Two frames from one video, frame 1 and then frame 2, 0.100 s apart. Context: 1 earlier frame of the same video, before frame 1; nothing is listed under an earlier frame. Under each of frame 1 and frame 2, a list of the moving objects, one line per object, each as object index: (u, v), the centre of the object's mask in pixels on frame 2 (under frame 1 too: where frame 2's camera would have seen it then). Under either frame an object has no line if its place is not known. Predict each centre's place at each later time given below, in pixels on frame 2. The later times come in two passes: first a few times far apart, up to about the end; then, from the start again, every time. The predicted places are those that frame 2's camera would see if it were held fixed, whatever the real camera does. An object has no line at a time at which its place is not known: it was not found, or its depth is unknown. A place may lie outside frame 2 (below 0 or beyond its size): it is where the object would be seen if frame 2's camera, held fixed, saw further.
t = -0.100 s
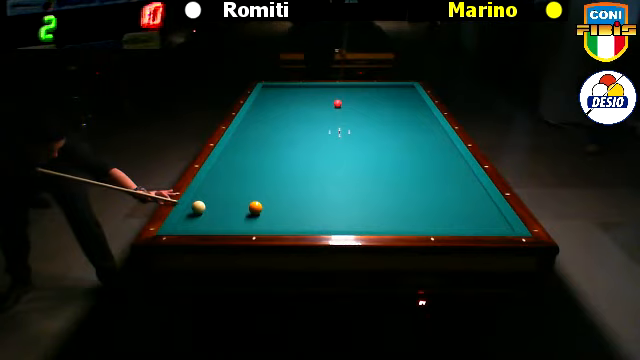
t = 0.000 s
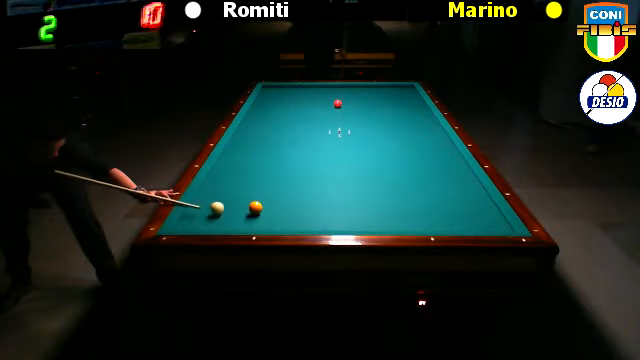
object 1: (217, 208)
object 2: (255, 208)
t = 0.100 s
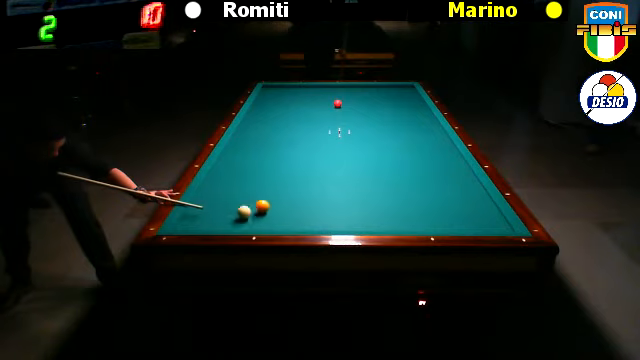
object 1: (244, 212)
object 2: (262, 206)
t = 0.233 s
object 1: (256, 221)
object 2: (291, 200)
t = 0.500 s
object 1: (282, 220)
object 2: (333, 192)
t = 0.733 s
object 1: (301, 213)
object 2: (366, 186)
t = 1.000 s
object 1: (320, 204)
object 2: (402, 179)
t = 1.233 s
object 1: (336, 198)
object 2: (430, 174)
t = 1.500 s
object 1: (353, 191)
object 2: (461, 168)
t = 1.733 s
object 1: (366, 186)
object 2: (447, 164)
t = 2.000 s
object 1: (379, 180)
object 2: (428, 161)
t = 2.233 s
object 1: (391, 175)
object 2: (412, 158)
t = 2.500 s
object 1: (403, 170)
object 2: (395, 154)
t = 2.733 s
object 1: (412, 165)
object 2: (381, 152)
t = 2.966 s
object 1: (421, 161)
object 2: (369, 150)
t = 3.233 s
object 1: (431, 157)
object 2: (354, 148)
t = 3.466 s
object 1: (439, 154)
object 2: (343, 145)
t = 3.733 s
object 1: (447, 150)
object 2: (330, 143)
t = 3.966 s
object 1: (450, 148)
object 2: (320, 141)
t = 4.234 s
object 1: (444, 146)
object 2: (309, 139)
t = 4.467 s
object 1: (439, 144)
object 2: (299, 137)
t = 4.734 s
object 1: (433, 142)
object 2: (289, 135)
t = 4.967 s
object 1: (429, 140)
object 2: (281, 134)
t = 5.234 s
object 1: (425, 139)
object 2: (272, 132)
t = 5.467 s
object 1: (421, 138)
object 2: (265, 131)
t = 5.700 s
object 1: (418, 137)
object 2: (258, 130)
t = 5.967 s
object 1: (415, 136)
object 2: (251, 128)
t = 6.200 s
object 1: (412, 135)
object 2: (245, 127)
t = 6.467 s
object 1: (409, 134)
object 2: (243, 126)
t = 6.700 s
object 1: (407, 133)
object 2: (246, 126)
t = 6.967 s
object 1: (405, 133)
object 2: (250, 125)
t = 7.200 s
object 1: (404, 132)
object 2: (253, 124)
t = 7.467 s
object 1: (403, 132)
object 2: (256, 124)
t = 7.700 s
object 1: (402, 132)
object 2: (259, 123)
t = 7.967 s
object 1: (401, 131)
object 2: (261, 123)
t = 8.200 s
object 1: (401, 131)
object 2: (263, 123)
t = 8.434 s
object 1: (401, 131)
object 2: (264, 123)
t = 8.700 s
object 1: (401, 131)
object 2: (265, 123)
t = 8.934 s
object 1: (401, 131)
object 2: (266, 122)
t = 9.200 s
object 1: (401, 131)
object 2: (266, 122)
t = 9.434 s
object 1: (401, 131)
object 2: (266, 122)
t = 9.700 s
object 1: (401, 131)
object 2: (267, 122)
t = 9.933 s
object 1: (401, 131)
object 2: (267, 122)
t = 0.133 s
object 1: (246, 214)
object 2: (270, 204)
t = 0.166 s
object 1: (249, 217)
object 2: (277, 203)
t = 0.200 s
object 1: (252, 219)
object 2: (284, 202)
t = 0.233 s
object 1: (256, 221)
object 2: (291, 200)
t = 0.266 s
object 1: (260, 223)
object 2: (296, 199)
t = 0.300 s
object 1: (264, 225)
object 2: (302, 198)
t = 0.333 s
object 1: (268, 226)
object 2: (307, 198)
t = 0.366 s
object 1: (271, 224)
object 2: (312, 196)
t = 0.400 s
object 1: (274, 223)
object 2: (317, 196)
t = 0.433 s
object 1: (277, 222)
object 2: (322, 194)
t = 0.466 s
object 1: (280, 221)
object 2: (328, 193)
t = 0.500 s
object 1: (282, 220)
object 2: (333, 192)
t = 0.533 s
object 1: (285, 219)
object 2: (337, 191)
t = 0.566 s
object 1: (288, 218)
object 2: (342, 190)
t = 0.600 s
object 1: (290, 217)
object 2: (347, 190)
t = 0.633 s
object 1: (293, 216)
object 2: (352, 189)
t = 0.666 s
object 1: (296, 215)
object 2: (357, 188)
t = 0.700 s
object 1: (298, 214)
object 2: (361, 187)
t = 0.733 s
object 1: (301, 213)
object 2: (366, 186)
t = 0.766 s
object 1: (304, 212)
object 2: (370, 185)
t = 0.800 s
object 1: (306, 211)
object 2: (375, 184)
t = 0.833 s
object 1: (309, 210)
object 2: (380, 183)
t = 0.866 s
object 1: (311, 209)
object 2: (384, 182)
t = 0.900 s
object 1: (313, 208)
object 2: (389, 182)
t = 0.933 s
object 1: (316, 207)
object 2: (393, 181)
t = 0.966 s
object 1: (318, 206)
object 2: (397, 180)
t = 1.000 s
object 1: (320, 204)
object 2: (402, 179)
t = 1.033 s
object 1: (323, 203)
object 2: (406, 178)
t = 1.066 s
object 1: (325, 203)
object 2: (410, 178)
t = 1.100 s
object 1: (327, 202)
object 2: (414, 177)
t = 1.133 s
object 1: (330, 201)
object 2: (418, 176)
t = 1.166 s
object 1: (332, 200)
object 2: (422, 175)
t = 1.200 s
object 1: (334, 199)
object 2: (426, 175)
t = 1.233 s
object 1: (336, 198)
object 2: (430, 174)
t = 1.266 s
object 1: (338, 197)
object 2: (435, 173)
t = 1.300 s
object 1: (340, 196)
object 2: (438, 172)
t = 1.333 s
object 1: (342, 195)
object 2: (442, 171)
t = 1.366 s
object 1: (344, 194)
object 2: (446, 171)
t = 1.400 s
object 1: (347, 194)
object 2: (450, 170)
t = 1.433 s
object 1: (348, 193)
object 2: (454, 169)
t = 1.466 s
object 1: (351, 192)
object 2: (457, 168)
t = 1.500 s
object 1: (353, 191)
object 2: (461, 168)
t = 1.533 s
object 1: (355, 190)
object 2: (465, 167)
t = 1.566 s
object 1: (356, 190)
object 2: (461, 166)
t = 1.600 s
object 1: (359, 189)
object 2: (458, 166)
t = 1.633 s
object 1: (360, 188)
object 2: (455, 165)
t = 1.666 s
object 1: (362, 187)
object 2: (453, 165)
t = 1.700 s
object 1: (364, 187)
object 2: (450, 165)
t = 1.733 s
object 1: (366, 186)
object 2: (447, 164)
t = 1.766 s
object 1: (367, 185)
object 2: (445, 164)
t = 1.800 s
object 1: (369, 184)
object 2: (442, 163)
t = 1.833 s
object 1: (371, 183)
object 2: (440, 162)
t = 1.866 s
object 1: (373, 183)
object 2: (438, 162)
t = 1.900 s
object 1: (375, 182)
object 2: (435, 162)
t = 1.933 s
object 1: (376, 181)
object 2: (433, 161)
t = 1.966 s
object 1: (378, 181)
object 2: (430, 161)
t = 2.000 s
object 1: (379, 180)
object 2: (428, 161)
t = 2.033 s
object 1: (381, 179)
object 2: (426, 160)
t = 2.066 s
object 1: (383, 178)
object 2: (423, 160)
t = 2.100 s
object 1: (384, 178)
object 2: (421, 159)
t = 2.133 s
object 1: (386, 177)
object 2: (420, 159)
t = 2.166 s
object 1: (388, 176)
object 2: (417, 158)
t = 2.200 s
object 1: (389, 176)
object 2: (415, 158)
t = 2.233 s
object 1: (391, 175)
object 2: (412, 158)
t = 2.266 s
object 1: (392, 174)
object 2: (410, 157)
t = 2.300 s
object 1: (394, 173)
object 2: (408, 157)
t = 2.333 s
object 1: (395, 173)
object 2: (406, 156)
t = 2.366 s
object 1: (397, 172)
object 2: (404, 156)
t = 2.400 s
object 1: (398, 171)
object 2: (402, 156)
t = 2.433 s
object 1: (400, 171)
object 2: (400, 155)
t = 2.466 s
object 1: (401, 170)
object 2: (397, 155)
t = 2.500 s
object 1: (403, 170)
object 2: (395, 154)
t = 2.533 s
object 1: (404, 169)
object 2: (393, 154)
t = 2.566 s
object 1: (406, 168)
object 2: (391, 154)
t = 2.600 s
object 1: (407, 168)
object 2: (389, 154)
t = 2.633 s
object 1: (408, 167)
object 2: (387, 153)
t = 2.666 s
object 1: (410, 167)
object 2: (385, 153)
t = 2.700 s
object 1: (411, 166)
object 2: (383, 153)
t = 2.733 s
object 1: (412, 165)
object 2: (381, 152)
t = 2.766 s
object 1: (414, 165)
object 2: (379, 152)
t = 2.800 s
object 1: (415, 164)
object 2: (377, 152)
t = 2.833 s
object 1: (416, 164)
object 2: (375, 151)
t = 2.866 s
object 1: (418, 163)
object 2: (374, 151)
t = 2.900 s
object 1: (419, 163)
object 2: (372, 151)
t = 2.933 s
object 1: (420, 162)
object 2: (370, 150)
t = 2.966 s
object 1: (421, 161)
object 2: (369, 150)
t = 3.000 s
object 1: (423, 161)
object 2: (366, 150)
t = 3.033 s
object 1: (424, 161)
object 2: (365, 149)
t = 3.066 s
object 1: (425, 160)
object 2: (363, 149)
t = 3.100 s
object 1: (426, 159)
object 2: (361, 149)
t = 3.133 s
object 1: (427, 159)
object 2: (359, 148)
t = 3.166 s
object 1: (428, 158)
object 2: (358, 148)
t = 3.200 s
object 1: (430, 158)
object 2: (356, 148)
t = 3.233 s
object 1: (431, 157)
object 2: (354, 148)
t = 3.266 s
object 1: (432, 157)
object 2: (353, 147)
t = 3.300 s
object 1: (433, 156)
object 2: (351, 147)
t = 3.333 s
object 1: (434, 156)
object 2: (349, 146)
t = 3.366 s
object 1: (436, 155)
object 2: (348, 146)
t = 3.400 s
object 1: (437, 155)
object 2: (346, 146)
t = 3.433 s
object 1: (438, 154)
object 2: (344, 145)
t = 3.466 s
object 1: (439, 154)
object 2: (343, 145)
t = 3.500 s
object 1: (440, 153)
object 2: (341, 145)
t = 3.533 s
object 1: (441, 153)
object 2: (339, 144)
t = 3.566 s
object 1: (442, 153)
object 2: (338, 144)
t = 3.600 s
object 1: (442, 152)
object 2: (336, 144)
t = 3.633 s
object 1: (444, 152)
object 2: (335, 144)
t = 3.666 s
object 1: (445, 151)
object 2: (333, 143)
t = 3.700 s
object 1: (446, 151)
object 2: (331, 143)
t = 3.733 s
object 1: (447, 150)
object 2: (330, 143)
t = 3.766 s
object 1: (448, 150)
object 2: (328, 142)
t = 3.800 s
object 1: (449, 150)
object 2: (327, 142)
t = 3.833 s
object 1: (450, 149)
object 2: (326, 142)
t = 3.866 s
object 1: (451, 149)
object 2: (324, 142)
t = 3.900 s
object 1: (452, 148)
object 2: (323, 141)
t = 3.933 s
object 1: (451, 148)
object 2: (321, 141)
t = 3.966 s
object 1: (450, 148)
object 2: (320, 141)
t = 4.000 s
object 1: (450, 148)
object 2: (318, 141)
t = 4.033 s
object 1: (449, 147)
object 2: (317, 140)
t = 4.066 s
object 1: (448, 147)
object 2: (316, 140)
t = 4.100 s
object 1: (447, 147)
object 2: (314, 140)
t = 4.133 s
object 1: (446, 146)
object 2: (313, 139)
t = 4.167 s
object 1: (446, 146)
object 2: (311, 139)
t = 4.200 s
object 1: (445, 146)
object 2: (310, 139)
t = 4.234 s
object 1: (444, 146)
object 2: (309, 139)
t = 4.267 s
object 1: (443, 145)
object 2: (307, 139)
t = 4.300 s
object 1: (443, 145)
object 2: (306, 138)
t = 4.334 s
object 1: (442, 145)
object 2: (305, 138)
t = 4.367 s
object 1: (441, 144)
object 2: (303, 138)
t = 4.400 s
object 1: (441, 144)
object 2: (302, 138)
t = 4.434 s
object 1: (440, 144)
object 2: (301, 137)
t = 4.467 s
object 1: (439, 144)
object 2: (299, 137)
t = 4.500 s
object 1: (438, 143)
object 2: (298, 137)
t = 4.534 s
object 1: (438, 143)
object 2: (297, 137)
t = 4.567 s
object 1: (437, 143)
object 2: (296, 137)
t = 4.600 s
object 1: (436, 143)
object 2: (294, 136)
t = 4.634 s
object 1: (436, 143)
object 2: (293, 136)
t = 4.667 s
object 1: (435, 142)
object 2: (292, 136)
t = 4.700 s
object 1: (434, 142)
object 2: (291, 136)
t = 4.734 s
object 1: (433, 142)
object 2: (289, 135)
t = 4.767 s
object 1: (433, 142)
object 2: (288, 135)
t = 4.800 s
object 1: (432, 141)
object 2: (287, 135)
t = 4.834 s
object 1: (432, 141)
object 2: (286, 135)
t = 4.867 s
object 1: (431, 141)
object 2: (285, 135)
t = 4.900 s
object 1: (430, 141)
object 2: (283, 134)
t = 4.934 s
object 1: (430, 141)
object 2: (283, 134)
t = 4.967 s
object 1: (429, 140)
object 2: (281, 134)
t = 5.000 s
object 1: (428, 140)
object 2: (280, 134)
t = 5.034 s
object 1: (428, 140)
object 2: (279, 133)
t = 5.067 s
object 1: (427, 140)
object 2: (278, 133)
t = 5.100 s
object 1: (427, 140)
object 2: (277, 133)
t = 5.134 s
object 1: (426, 139)
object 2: (276, 133)
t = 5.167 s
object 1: (426, 139)
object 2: (275, 133)
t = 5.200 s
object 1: (425, 139)
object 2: (274, 132)
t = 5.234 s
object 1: (425, 139)
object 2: (272, 132)
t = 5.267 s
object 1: (424, 139)
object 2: (271, 132)
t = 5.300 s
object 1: (424, 139)
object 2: (270, 132)
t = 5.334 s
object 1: (423, 138)
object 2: (269, 132)
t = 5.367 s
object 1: (423, 138)
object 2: (268, 132)
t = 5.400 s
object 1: (422, 138)
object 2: (267, 131)
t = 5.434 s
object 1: (422, 138)
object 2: (266, 131)
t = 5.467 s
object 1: (421, 138)
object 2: (265, 131)
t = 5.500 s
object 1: (421, 138)
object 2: (264, 131)
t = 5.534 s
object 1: (420, 137)
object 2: (263, 131)
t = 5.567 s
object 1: (420, 138)
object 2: (262, 130)
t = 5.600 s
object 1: (419, 137)
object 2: (261, 130)
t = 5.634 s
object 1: (419, 137)
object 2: (260, 130)
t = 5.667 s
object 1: (418, 137)
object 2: (259, 130)
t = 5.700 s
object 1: (418, 137)
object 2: (258, 130)
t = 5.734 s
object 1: (418, 137)
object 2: (258, 130)
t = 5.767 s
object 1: (417, 136)
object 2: (257, 129)
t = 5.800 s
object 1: (417, 136)
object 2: (255, 129)
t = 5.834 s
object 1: (416, 136)
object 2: (255, 129)
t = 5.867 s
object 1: (416, 136)
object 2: (254, 129)
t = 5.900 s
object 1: (415, 136)
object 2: (253, 129)
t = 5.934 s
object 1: (415, 136)
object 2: (252, 129)
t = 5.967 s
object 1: (415, 136)
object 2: (251, 128)
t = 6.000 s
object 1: (414, 136)
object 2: (250, 128)
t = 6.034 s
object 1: (414, 135)
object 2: (249, 128)
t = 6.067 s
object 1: (413, 135)
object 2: (248, 128)
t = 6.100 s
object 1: (413, 135)
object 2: (247, 128)
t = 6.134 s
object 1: (413, 135)
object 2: (247, 128)
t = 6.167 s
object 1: (412, 135)
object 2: (246, 128)
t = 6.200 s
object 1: (412, 135)
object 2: (245, 127)
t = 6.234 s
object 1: (412, 135)
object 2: (244, 127)
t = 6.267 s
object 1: (411, 135)
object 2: (244, 127)
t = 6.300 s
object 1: (411, 134)
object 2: (243, 127)
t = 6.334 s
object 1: (410, 134)
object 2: (242, 127)
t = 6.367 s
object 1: (410, 134)
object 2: (242, 127)
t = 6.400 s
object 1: (410, 134)
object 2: (242, 126)
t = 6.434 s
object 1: (409, 134)
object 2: (242, 126)
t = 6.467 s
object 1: (409, 134)
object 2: (243, 126)
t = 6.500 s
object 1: (409, 134)
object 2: (243, 126)
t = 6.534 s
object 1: (408, 134)
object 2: (244, 126)
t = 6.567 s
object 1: (408, 134)
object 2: (244, 126)
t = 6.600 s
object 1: (408, 133)
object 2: (245, 126)
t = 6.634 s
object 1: (408, 133)
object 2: (245, 126)
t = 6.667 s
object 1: (407, 133)
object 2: (246, 126)
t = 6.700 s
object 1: (407, 133)
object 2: (246, 126)
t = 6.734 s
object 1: (407, 133)
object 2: (247, 125)
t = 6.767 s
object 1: (407, 133)
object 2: (247, 125)
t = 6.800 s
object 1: (407, 133)
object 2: (248, 125)
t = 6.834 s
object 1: (406, 133)
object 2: (248, 125)
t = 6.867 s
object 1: (406, 133)
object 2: (249, 125)
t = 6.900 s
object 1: (406, 133)
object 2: (249, 125)
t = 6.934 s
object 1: (405, 133)
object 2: (250, 125)
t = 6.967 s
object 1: (405, 133)
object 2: (250, 125)
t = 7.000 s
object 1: (405, 133)
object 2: (251, 125)
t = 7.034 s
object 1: (405, 133)
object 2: (251, 125)
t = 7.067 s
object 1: (405, 133)
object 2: (251, 125)
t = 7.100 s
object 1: (404, 132)
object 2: (252, 124)
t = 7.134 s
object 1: (404, 132)
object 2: (253, 125)
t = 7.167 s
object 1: (404, 132)
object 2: (253, 124)
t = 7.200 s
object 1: (404, 132)
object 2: (253, 124)
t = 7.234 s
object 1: (404, 132)
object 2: (253, 124)
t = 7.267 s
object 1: (403, 132)
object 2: (254, 124)
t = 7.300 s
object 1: (403, 132)
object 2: (254, 124)
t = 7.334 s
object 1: (403, 132)
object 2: (255, 124)
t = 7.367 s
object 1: (403, 132)
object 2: (255, 124)
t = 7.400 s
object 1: (403, 132)
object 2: (256, 124)
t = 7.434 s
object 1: (403, 132)
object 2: (256, 124)
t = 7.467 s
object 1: (403, 132)
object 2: (256, 124)
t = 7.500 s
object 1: (402, 132)
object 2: (257, 124)
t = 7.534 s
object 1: (402, 132)
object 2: (257, 124)
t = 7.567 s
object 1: (402, 132)
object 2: (257, 124)
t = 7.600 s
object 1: (402, 132)
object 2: (258, 124)
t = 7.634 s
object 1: (402, 132)
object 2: (258, 124)
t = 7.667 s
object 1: (402, 132)
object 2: (259, 124)
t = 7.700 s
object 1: (402, 132)
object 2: (259, 123)
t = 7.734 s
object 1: (402, 132)
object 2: (259, 123)
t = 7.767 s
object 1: (401, 131)
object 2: (259, 124)
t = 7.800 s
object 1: (401, 131)
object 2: (260, 123)
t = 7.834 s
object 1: (401, 131)
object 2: (260, 123)
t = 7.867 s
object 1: (401, 131)
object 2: (260, 123)
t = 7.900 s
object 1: (401, 131)
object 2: (260, 123)
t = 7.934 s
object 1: (401, 131)
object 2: (260, 123)
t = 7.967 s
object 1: (401, 131)
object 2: (261, 123)
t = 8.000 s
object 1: (401, 131)
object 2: (261, 123)
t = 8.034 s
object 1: (401, 131)
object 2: (261, 123)
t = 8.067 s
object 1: (401, 131)
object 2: (261, 123)
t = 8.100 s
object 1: (401, 131)
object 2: (262, 123)
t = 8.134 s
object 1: (401, 131)
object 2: (262, 123)
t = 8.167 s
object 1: (401, 131)
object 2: (262, 123)
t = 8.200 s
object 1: (401, 131)
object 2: (263, 123)
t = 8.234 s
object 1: (401, 131)
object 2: (263, 123)
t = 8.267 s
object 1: (401, 131)
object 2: (263, 123)
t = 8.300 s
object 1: (401, 131)
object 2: (263, 123)
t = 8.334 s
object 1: (401, 131)
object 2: (263, 123)
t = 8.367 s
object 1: (401, 131)
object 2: (264, 123)
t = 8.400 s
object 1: (401, 131)
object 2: (264, 123)
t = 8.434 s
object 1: (401, 131)
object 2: (264, 123)
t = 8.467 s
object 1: (401, 131)
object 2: (264, 123)
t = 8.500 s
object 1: (401, 131)
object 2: (264, 123)
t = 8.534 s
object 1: (401, 131)
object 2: (264, 123)
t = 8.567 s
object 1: (401, 131)
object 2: (264, 123)
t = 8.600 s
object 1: (401, 131)
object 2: (265, 123)
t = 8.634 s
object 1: (401, 131)
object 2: (265, 123)
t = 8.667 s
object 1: (401, 131)
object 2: (265, 123)
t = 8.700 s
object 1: (401, 131)
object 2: (265, 123)
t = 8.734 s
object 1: (401, 131)
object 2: (265, 122)
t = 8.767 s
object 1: (401, 131)
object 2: (265, 122)
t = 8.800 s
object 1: (401, 131)
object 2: (265, 122)
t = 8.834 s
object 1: (401, 131)
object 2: (265, 122)
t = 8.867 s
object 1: (401, 131)
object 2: (266, 122)
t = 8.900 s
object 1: (401, 131)
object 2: (266, 122)
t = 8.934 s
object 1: (401, 131)
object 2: (266, 122)
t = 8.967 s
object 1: (401, 131)
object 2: (266, 122)
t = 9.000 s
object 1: (401, 131)
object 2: (266, 122)
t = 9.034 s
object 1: (401, 131)
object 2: (266, 122)
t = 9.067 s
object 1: (401, 131)
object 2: (266, 122)
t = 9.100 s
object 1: (401, 131)
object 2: (266, 122)
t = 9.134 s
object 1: (401, 131)
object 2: (266, 122)
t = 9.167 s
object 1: (401, 131)
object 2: (266, 122)
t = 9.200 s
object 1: (401, 131)
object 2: (266, 122)
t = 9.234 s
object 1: (401, 131)
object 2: (266, 122)
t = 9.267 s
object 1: (401, 131)
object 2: (266, 122)
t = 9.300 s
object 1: (401, 131)
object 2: (266, 122)
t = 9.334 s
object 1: (401, 131)
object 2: (266, 122)
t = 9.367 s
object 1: (401, 131)
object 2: (266, 122)
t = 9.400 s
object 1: (401, 131)
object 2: (266, 122)
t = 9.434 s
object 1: (401, 131)
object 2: (266, 122)
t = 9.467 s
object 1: (401, 131)
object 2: (266, 122)
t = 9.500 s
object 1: (401, 131)
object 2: (267, 122)
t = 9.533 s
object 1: (401, 131)
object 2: (267, 122)
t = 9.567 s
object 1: (401, 131)
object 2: (267, 122)
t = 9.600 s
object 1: (401, 131)
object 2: (267, 122)
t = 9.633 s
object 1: (401, 131)
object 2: (267, 122)
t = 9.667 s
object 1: (401, 131)
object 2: (267, 122)
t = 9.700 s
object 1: (401, 131)
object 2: (267, 122)
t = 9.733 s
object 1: (401, 131)
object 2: (267, 122)
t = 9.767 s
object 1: (401, 131)
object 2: (267, 122)
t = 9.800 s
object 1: (401, 131)
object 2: (267, 122)
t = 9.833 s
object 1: (401, 131)
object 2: (267, 122)
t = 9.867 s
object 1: (401, 131)
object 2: (267, 122)
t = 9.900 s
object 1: (401, 131)
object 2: (267, 122)
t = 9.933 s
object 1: (401, 131)
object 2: (267, 122)
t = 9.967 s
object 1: (401, 131)
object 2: (267, 122)
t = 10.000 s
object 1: (401, 131)
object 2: (267, 122)
